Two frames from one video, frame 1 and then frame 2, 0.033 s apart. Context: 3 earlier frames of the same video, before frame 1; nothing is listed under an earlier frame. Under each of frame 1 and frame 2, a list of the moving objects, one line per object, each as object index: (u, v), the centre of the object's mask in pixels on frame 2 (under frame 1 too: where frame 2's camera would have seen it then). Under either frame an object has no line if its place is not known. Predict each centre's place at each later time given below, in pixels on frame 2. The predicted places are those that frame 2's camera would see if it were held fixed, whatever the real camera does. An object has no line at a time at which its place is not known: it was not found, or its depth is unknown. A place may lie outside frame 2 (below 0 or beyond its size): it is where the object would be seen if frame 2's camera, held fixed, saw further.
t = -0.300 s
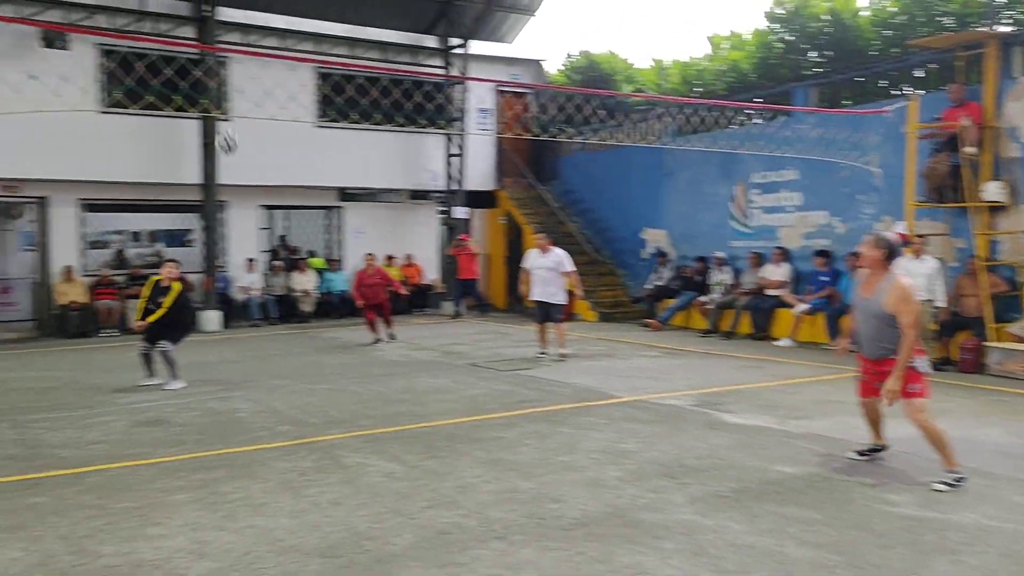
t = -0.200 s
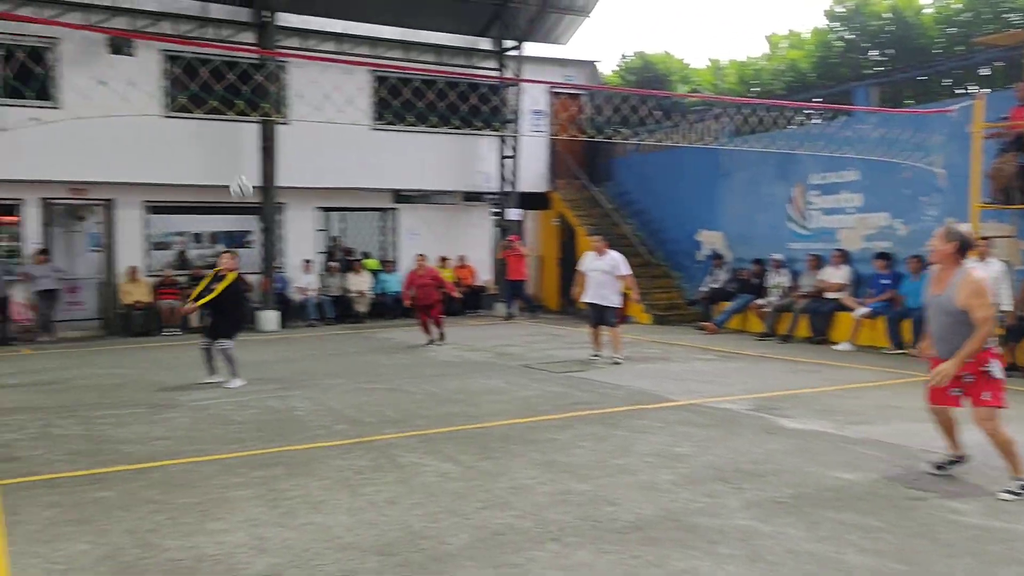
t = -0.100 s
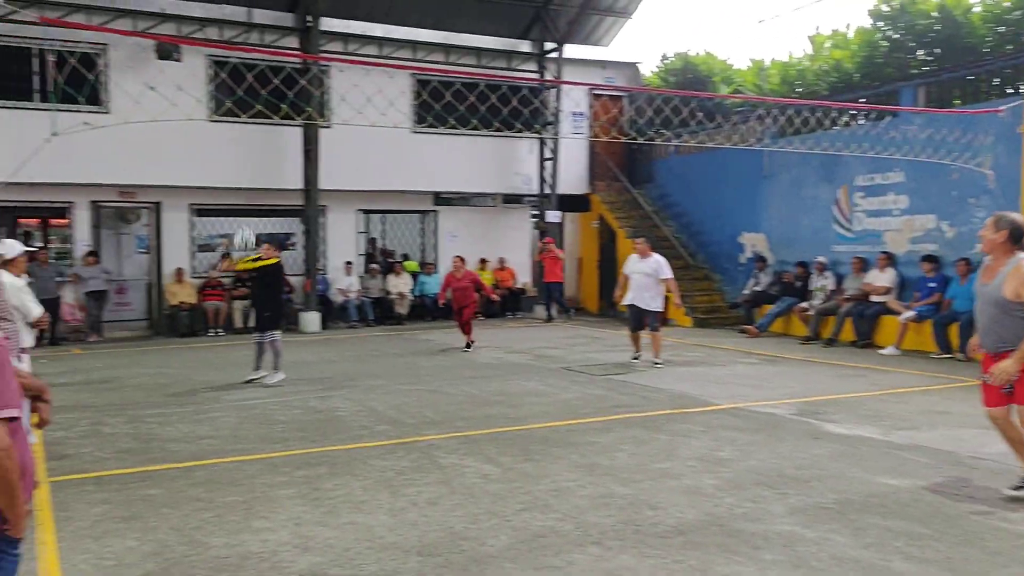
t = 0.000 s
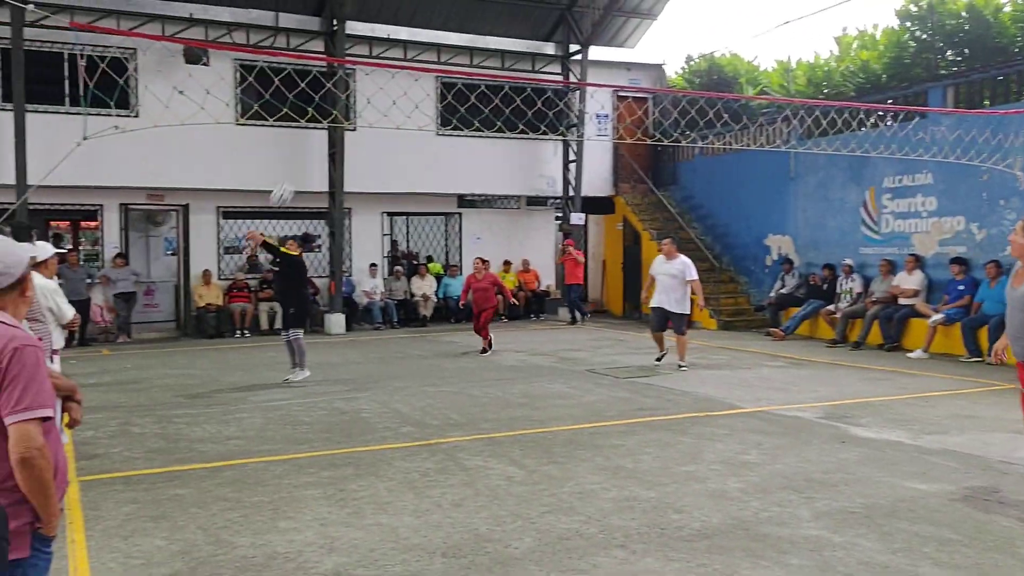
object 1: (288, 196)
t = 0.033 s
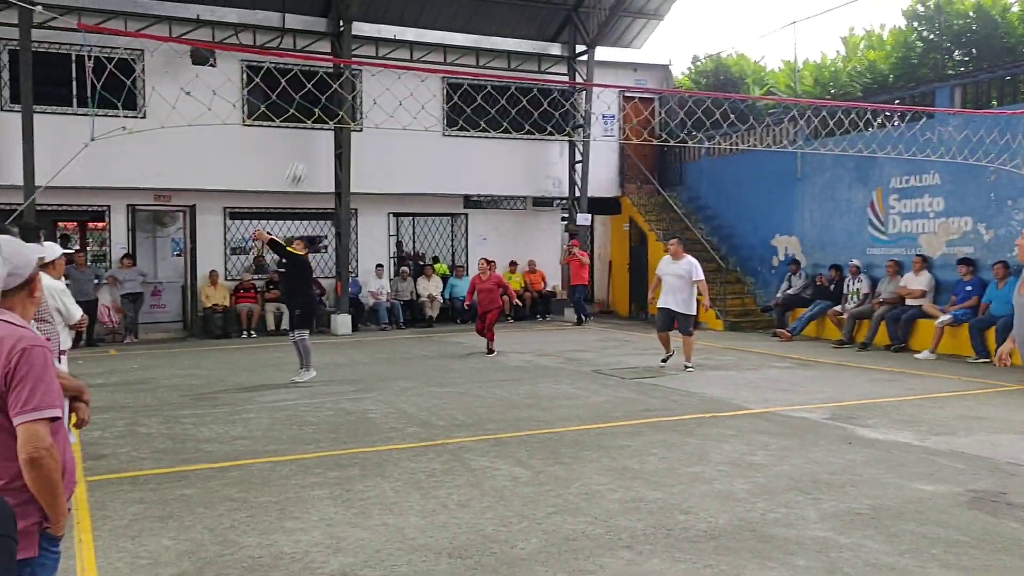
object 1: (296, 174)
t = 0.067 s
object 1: (303, 154)
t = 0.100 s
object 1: (310, 136)
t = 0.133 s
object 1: (317, 117)
